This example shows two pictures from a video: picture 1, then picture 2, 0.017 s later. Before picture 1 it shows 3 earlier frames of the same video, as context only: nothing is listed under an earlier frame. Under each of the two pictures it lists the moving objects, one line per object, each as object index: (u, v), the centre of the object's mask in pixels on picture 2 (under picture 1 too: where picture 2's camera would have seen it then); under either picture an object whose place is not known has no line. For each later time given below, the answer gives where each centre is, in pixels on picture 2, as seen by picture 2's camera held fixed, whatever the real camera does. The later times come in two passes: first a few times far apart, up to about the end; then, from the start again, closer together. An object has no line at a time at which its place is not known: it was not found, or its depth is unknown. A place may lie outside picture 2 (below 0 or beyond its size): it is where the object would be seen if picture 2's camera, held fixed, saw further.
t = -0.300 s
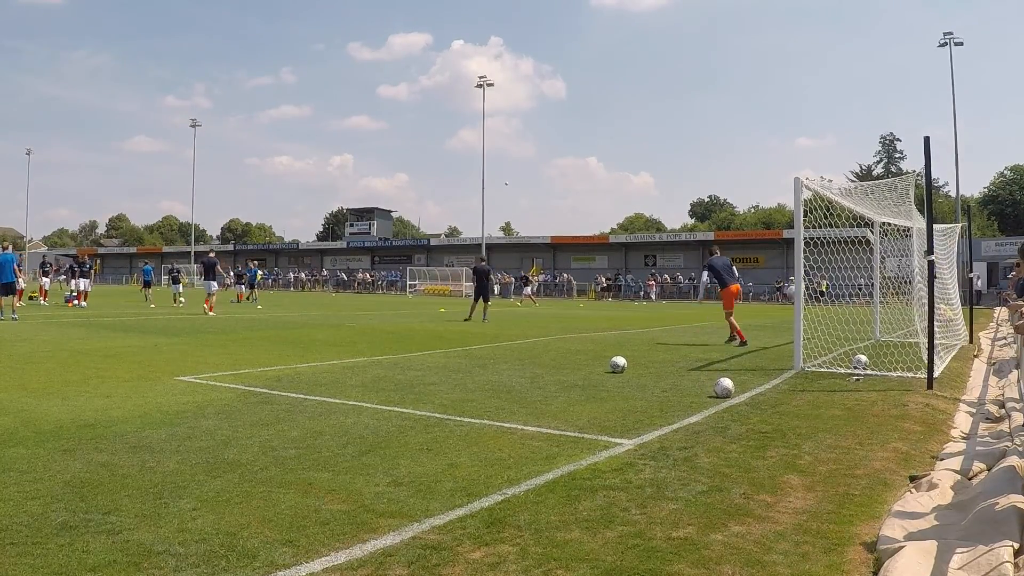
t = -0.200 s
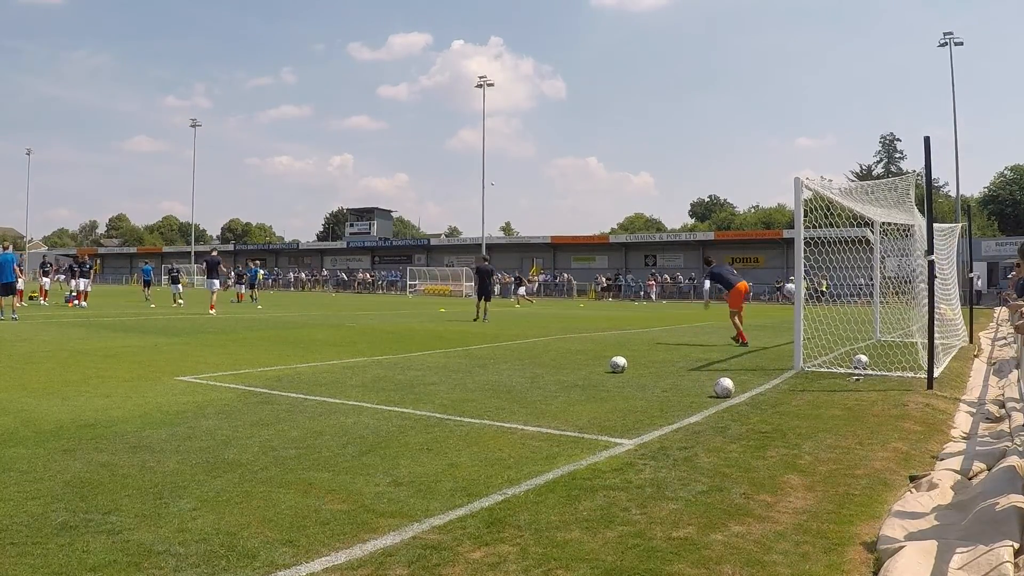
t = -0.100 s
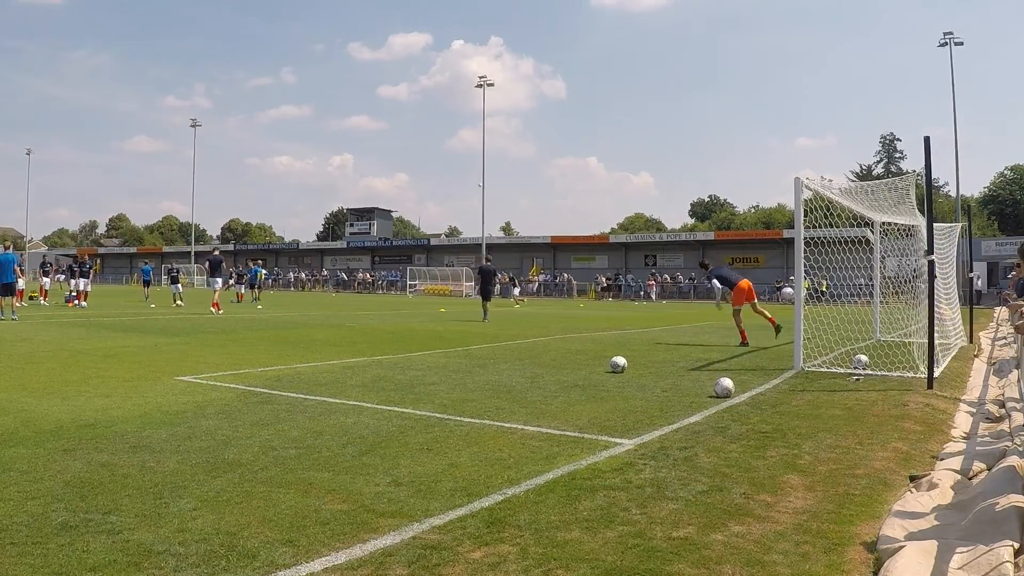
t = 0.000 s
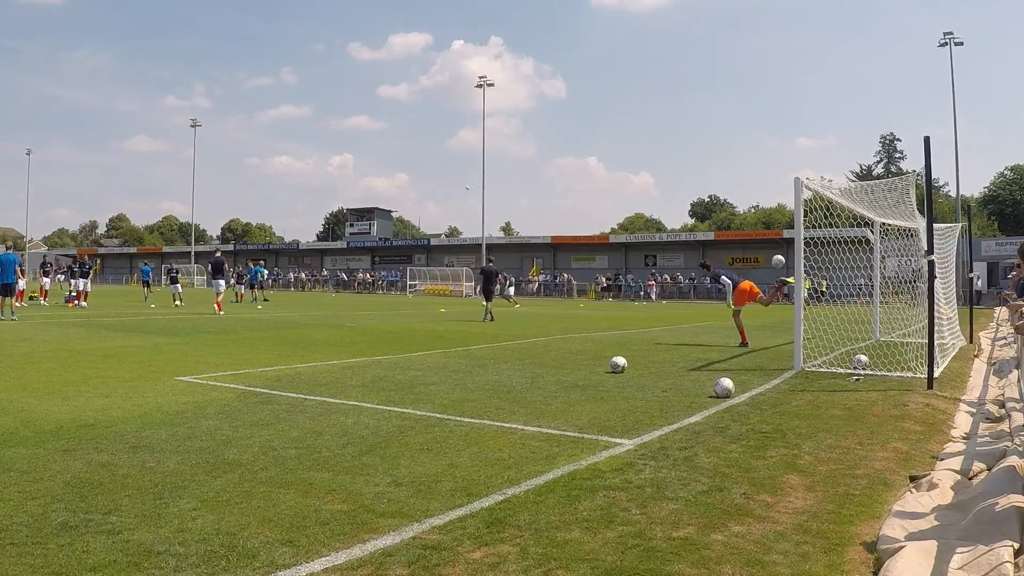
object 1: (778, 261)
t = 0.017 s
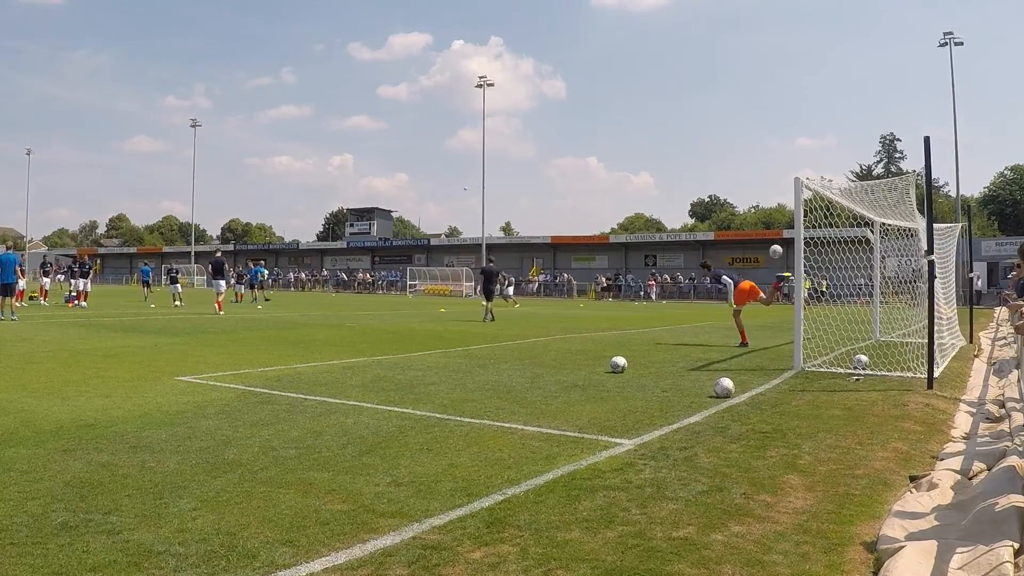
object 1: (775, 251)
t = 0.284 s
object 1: (740, 126)
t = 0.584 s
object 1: (707, 50)
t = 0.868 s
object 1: (681, 29)
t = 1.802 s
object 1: (624, 191)
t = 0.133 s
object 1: (760, 189)
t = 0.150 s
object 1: (757, 181)
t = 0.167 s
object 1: (755, 173)
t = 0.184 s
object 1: (753, 165)
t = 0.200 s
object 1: (751, 158)
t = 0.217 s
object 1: (749, 151)
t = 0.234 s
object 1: (746, 144)
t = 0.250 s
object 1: (744, 138)
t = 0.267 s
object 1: (742, 131)
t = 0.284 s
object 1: (740, 126)
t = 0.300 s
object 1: (738, 119)
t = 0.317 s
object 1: (736, 114)
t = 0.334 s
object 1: (734, 108)
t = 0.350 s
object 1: (732, 103)
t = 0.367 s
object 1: (730, 98)
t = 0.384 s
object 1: (728, 94)
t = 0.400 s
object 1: (726, 89)
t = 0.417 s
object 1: (725, 84)
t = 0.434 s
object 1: (723, 80)
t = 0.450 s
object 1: (721, 76)
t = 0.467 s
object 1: (719, 73)
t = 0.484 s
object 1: (717, 69)
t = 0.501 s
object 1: (715, 65)
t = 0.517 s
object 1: (713, 62)
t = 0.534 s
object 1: (711, 59)
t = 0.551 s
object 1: (710, 56)
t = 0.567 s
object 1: (708, 53)
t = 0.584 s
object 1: (707, 50)
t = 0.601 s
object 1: (705, 48)
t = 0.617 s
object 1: (703, 46)
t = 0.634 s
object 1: (702, 44)
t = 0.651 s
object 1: (700, 42)
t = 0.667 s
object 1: (699, 40)
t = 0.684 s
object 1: (697, 38)
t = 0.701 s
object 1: (696, 37)
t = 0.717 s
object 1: (694, 35)
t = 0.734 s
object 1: (692, 34)
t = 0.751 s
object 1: (691, 33)
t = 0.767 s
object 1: (689, 32)
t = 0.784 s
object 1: (688, 31)
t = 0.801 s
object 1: (687, 30)
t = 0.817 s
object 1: (685, 30)
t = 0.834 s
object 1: (684, 29)
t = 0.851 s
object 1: (682, 29)
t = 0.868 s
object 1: (681, 29)
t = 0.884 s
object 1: (680, 29)
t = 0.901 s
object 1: (679, 29)
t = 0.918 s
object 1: (677, 29)
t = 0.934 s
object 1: (676, 29)
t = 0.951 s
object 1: (674, 30)
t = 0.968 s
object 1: (673, 30)
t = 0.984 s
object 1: (672, 31)
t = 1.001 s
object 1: (670, 32)
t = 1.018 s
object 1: (669, 33)
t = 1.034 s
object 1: (668, 33)
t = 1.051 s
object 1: (666, 35)
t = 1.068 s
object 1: (666, 36)
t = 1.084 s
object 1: (665, 38)
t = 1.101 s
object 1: (663, 39)
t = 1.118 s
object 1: (662, 41)
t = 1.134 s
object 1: (661, 42)
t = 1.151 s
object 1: (660, 44)
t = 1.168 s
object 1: (659, 46)
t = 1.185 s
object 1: (658, 48)
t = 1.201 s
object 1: (657, 50)
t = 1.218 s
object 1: (656, 52)
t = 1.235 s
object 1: (655, 55)
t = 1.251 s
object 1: (654, 57)
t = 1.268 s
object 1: (652, 59)
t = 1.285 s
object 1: (651, 62)
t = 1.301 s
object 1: (650, 65)
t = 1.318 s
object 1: (649, 68)
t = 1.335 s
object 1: (649, 71)
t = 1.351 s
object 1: (647, 74)
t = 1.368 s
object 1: (647, 77)
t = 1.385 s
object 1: (645, 80)
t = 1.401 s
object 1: (644, 83)
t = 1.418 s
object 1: (644, 87)
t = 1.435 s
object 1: (642, 90)
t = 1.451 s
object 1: (642, 94)
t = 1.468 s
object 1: (641, 98)
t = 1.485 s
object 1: (640, 102)
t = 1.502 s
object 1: (639, 105)
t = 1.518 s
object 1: (638, 110)
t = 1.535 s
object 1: (637, 114)
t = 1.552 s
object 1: (636, 118)
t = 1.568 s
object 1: (636, 122)
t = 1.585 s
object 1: (635, 127)
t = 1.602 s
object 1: (634, 131)
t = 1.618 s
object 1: (633, 135)
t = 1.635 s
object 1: (632, 140)
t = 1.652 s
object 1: (631, 145)
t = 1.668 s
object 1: (630, 150)
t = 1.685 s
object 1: (630, 154)
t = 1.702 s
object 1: (629, 159)
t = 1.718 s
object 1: (628, 164)
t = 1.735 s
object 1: (627, 169)
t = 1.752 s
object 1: (627, 175)
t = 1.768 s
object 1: (626, 180)
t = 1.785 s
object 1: (625, 185)
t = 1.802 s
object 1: (624, 191)
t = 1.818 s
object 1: (623, 197)
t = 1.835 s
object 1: (622, 202)
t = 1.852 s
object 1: (621, 208)
